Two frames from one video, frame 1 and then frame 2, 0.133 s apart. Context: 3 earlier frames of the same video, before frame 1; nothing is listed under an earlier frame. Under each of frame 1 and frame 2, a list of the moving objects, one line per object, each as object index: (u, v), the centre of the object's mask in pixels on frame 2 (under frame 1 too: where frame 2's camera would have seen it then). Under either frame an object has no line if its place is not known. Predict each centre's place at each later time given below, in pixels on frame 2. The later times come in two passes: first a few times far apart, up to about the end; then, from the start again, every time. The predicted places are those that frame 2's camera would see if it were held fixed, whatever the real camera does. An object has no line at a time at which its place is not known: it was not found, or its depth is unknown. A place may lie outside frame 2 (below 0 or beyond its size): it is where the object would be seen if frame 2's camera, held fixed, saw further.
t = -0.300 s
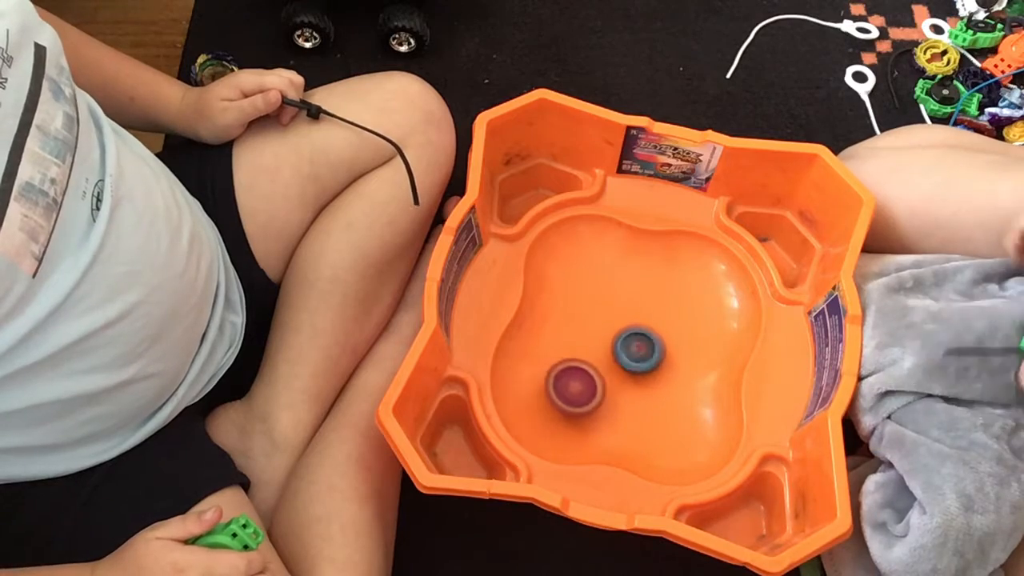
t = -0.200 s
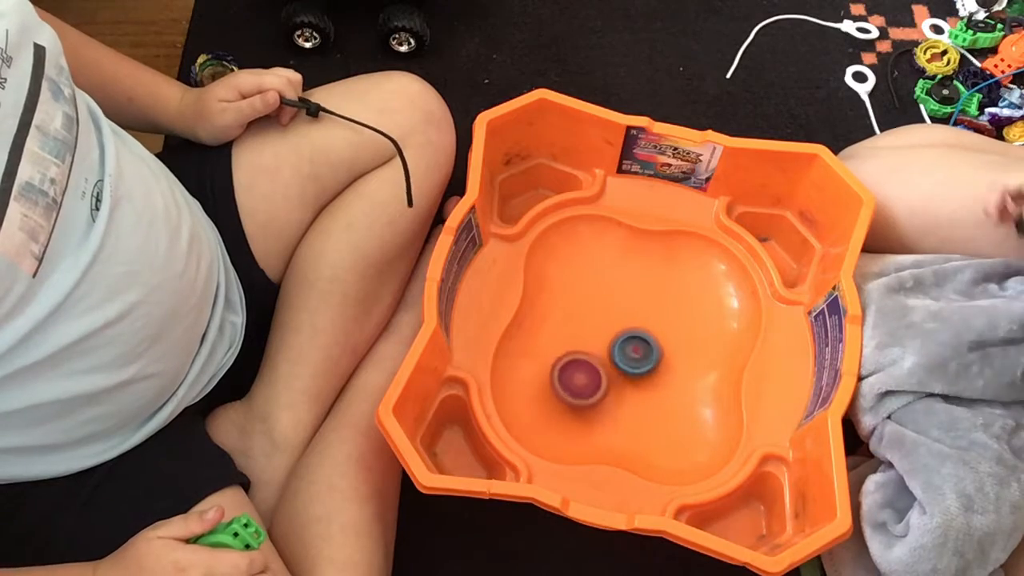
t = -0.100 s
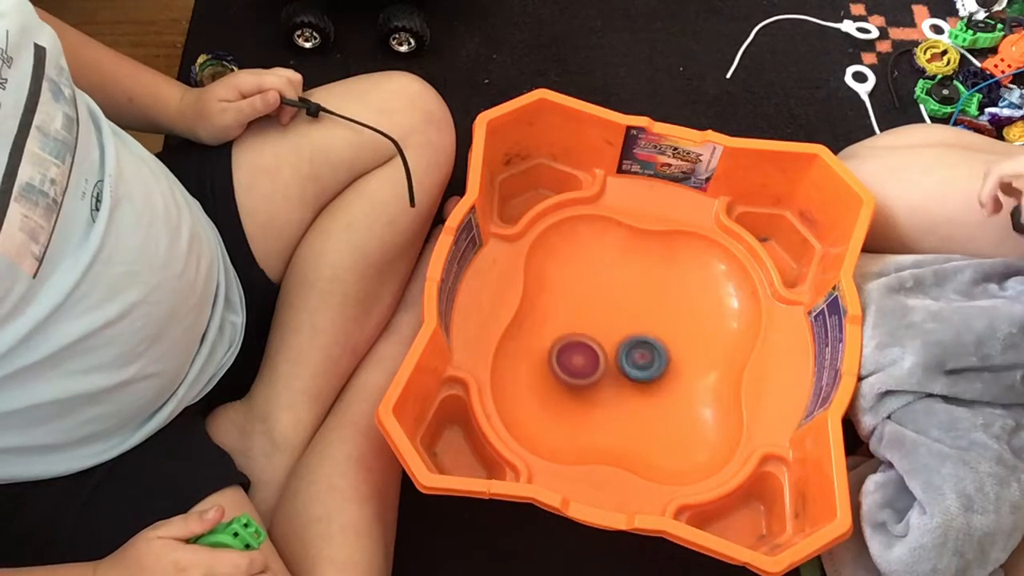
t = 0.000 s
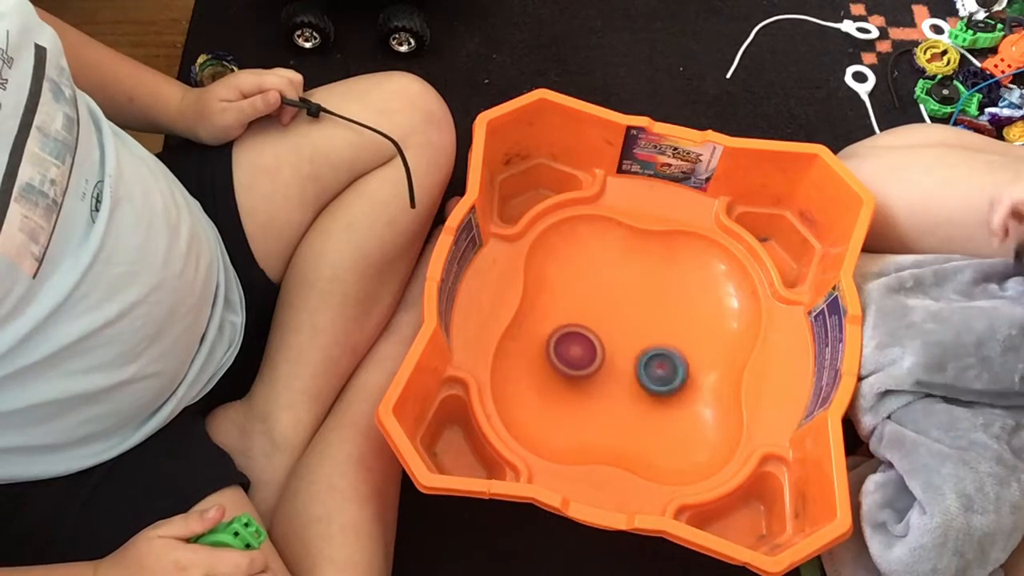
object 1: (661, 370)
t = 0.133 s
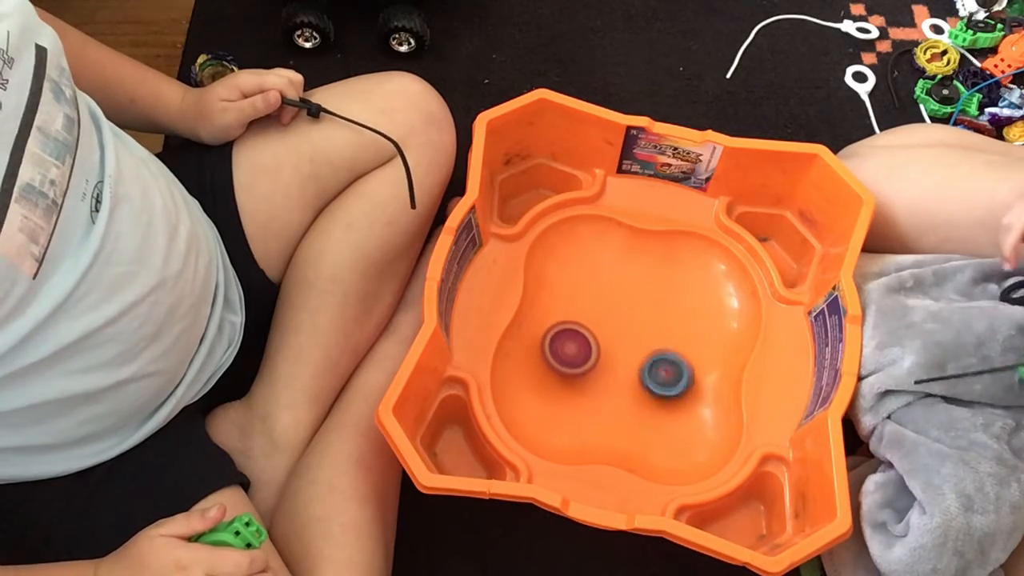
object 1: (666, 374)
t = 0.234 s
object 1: (660, 375)
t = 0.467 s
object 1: (639, 372)
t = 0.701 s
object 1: (652, 367)
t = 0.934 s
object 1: (662, 372)
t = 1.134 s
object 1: (646, 370)
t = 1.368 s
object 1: (629, 362)
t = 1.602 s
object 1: (626, 352)
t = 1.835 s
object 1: (633, 370)
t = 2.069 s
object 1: (644, 359)
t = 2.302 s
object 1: (620, 359)
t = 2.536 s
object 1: (615, 363)
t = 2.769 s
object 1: (612, 365)
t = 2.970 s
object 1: (613, 365)
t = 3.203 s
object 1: (611, 368)
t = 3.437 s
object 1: (613, 364)
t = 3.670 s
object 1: (612, 364)
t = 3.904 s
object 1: (607, 367)
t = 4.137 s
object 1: (603, 363)
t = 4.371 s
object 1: (602, 364)
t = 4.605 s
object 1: (602, 364)
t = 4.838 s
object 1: (602, 364)
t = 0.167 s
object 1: (664, 374)
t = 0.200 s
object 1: (662, 375)
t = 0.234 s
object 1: (660, 375)
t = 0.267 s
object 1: (656, 375)
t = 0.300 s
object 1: (653, 374)
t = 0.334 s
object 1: (651, 374)
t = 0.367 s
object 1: (648, 374)
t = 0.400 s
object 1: (645, 374)
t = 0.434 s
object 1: (643, 372)
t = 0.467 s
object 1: (639, 372)
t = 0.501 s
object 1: (638, 371)
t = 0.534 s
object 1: (640, 372)
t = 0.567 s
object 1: (644, 372)
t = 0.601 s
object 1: (646, 372)
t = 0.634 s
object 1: (649, 371)
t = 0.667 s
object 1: (651, 367)
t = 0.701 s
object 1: (652, 367)
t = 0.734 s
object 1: (654, 365)
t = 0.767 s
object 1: (657, 366)
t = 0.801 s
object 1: (662, 372)
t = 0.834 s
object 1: (662, 372)
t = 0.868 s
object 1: (663, 374)
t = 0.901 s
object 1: (663, 372)
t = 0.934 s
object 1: (662, 372)
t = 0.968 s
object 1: (661, 370)
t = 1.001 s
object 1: (659, 372)
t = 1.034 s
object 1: (655, 371)
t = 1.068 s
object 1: (651, 370)
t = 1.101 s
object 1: (648, 367)
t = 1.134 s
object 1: (646, 370)
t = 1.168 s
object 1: (642, 368)
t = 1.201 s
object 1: (639, 368)
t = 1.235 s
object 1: (635, 366)
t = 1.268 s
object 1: (636, 366)
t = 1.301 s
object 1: (632, 365)
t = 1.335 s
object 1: (632, 363)
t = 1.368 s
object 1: (629, 362)
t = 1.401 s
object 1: (628, 360)
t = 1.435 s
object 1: (628, 360)
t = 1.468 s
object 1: (629, 357)
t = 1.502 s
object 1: (630, 357)
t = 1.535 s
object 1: (627, 355)
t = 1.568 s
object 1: (629, 353)
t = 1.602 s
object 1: (626, 352)
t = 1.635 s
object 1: (623, 353)
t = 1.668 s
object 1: (623, 357)
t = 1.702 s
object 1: (623, 360)
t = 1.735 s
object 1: (626, 364)
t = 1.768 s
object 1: (627, 367)
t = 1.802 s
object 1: (629, 368)
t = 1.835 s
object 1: (633, 370)
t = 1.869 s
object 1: (635, 372)
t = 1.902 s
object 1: (640, 370)
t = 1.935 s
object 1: (643, 370)
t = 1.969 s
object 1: (645, 368)
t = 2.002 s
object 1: (645, 364)
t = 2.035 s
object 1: (647, 362)
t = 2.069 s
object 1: (644, 359)
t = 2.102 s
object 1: (643, 356)
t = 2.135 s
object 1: (641, 353)
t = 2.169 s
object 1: (637, 353)
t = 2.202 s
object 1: (631, 356)
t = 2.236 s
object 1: (625, 357)
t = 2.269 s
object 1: (621, 358)
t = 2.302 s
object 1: (620, 359)
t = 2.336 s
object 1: (620, 360)
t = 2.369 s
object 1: (620, 360)
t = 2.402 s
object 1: (619, 361)
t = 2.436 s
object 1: (619, 361)
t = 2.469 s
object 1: (618, 361)
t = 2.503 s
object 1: (617, 362)
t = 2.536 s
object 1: (615, 363)
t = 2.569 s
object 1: (614, 364)
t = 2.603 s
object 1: (613, 366)
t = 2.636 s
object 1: (612, 366)
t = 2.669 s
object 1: (612, 366)
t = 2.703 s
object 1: (613, 365)
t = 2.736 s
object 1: (614, 364)
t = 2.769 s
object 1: (612, 365)
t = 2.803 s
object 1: (611, 367)
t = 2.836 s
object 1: (611, 368)
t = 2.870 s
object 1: (611, 368)
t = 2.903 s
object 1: (611, 368)
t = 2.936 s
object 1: (612, 367)
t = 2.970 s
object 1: (613, 365)
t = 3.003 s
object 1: (613, 364)
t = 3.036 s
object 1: (614, 363)
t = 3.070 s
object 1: (614, 362)
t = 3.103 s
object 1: (612, 364)
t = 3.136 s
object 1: (612, 366)
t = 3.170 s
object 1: (612, 367)
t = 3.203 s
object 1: (611, 368)
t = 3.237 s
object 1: (612, 367)
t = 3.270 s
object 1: (612, 366)
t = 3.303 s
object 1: (613, 364)
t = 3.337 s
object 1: (613, 364)
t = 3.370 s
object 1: (612, 364)
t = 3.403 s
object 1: (612, 364)
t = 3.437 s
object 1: (613, 364)
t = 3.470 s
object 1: (613, 364)
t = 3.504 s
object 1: (613, 364)
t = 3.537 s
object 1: (613, 363)
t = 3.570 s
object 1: (613, 363)
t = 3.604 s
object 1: (613, 363)
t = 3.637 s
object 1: (613, 363)
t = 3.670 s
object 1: (612, 364)
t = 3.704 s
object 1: (610, 365)
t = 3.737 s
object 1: (610, 367)
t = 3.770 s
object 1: (610, 367)
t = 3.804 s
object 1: (611, 367)
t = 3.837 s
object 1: (611, 366)
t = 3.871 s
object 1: (609, 366)
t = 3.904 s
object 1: (607, 367)
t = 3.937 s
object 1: (607, 369)
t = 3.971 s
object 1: (607, 368)
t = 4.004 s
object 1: (606, 367)
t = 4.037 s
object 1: (606, 365)
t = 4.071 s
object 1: (603, 364)
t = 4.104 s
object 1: (603, 363)
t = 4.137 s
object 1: (603, 363)
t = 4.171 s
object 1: (603, 363)
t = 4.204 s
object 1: (604, 364)
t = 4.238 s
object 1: (604, 365)
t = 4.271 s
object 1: (604, 365)
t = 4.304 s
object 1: (604, 364)
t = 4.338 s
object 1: (602, 364)
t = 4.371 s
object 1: (602, 364)
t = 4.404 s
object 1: (602, 364)
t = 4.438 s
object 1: (603, 365)
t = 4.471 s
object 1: (604, 366)
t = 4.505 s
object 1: (604, 366)
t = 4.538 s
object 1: (604, 365)
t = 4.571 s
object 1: (603, 364)
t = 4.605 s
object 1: (602, 364)
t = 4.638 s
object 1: (602, 364)
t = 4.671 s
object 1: (603, 365)
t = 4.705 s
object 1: (604, 365)
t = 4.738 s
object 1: (604, 365)
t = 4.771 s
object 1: (603, 365)
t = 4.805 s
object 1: (602, 365)
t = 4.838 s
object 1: (602, 364)
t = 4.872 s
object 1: (603, 364)
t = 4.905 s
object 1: (604, 365)
